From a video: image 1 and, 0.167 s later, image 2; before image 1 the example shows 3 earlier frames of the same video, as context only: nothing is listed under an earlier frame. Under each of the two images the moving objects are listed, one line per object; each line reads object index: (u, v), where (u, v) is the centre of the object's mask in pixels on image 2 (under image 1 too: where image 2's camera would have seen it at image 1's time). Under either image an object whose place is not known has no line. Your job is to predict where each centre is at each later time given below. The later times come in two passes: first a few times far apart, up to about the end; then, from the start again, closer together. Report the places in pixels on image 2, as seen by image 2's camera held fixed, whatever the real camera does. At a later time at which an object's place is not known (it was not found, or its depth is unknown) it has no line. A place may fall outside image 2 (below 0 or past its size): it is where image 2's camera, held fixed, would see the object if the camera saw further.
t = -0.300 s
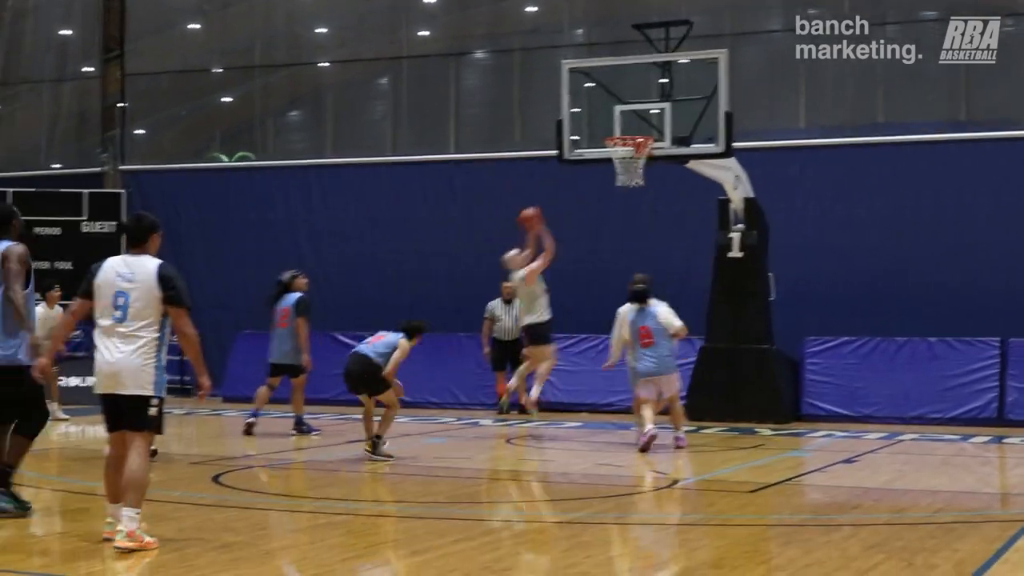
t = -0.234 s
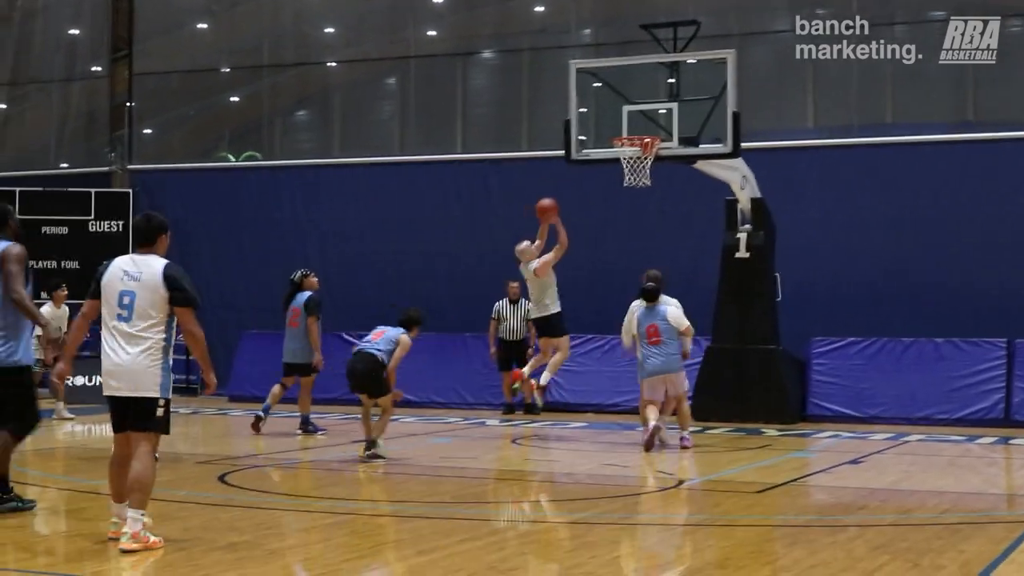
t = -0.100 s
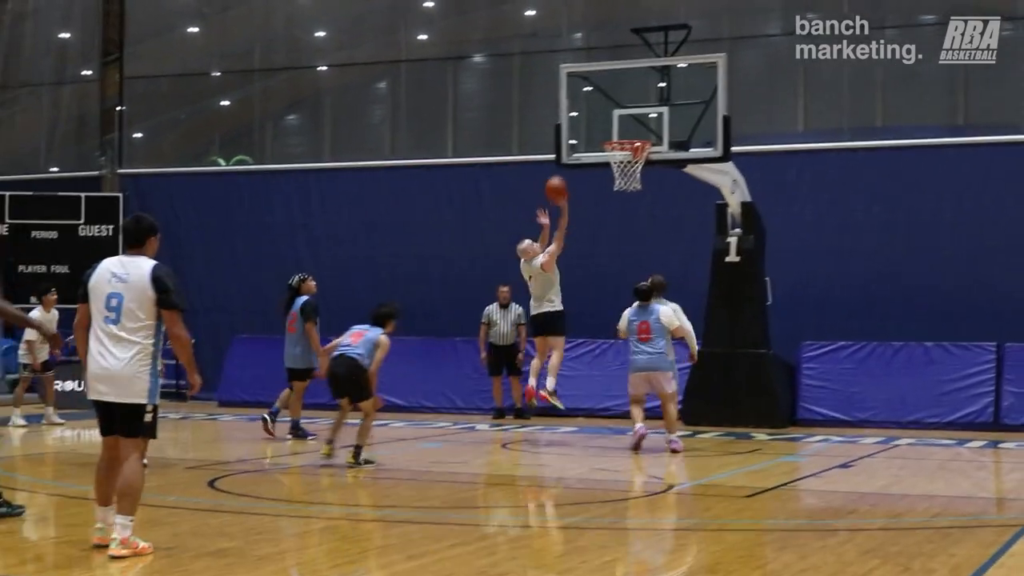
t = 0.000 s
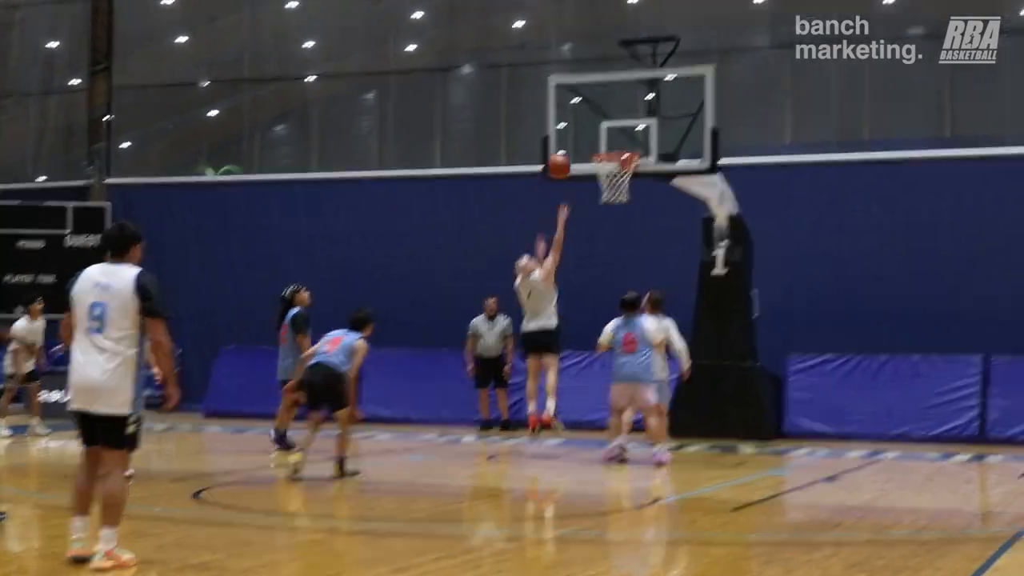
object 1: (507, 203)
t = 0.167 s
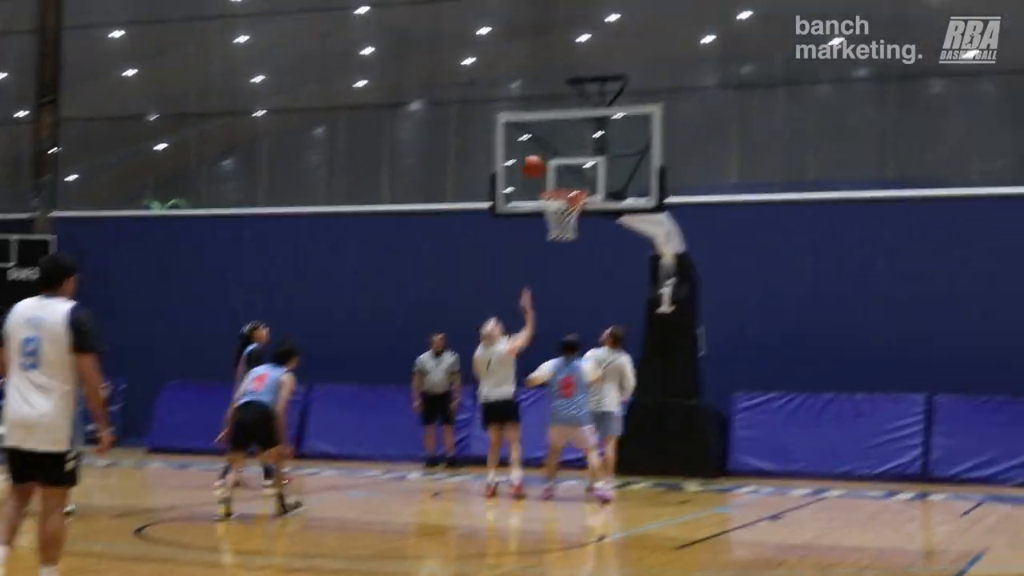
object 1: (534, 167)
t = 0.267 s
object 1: (545, 158)
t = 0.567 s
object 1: (563, 200)
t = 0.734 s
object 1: (565, 239)
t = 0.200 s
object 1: (537, 162)
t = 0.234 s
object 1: (542, 159)
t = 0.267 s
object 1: (545, 158)
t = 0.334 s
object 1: (550, 161)
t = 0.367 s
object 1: (552, 163)
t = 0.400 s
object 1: (554, 166)
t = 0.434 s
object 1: (555, 170)
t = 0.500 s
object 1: (560, 181)
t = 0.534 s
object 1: (562, 185)
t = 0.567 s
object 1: (563, 200)
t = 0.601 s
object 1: (566, 211)
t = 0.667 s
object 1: (568, 230)
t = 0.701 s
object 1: (566, 233)
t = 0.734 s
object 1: (565, 239)
